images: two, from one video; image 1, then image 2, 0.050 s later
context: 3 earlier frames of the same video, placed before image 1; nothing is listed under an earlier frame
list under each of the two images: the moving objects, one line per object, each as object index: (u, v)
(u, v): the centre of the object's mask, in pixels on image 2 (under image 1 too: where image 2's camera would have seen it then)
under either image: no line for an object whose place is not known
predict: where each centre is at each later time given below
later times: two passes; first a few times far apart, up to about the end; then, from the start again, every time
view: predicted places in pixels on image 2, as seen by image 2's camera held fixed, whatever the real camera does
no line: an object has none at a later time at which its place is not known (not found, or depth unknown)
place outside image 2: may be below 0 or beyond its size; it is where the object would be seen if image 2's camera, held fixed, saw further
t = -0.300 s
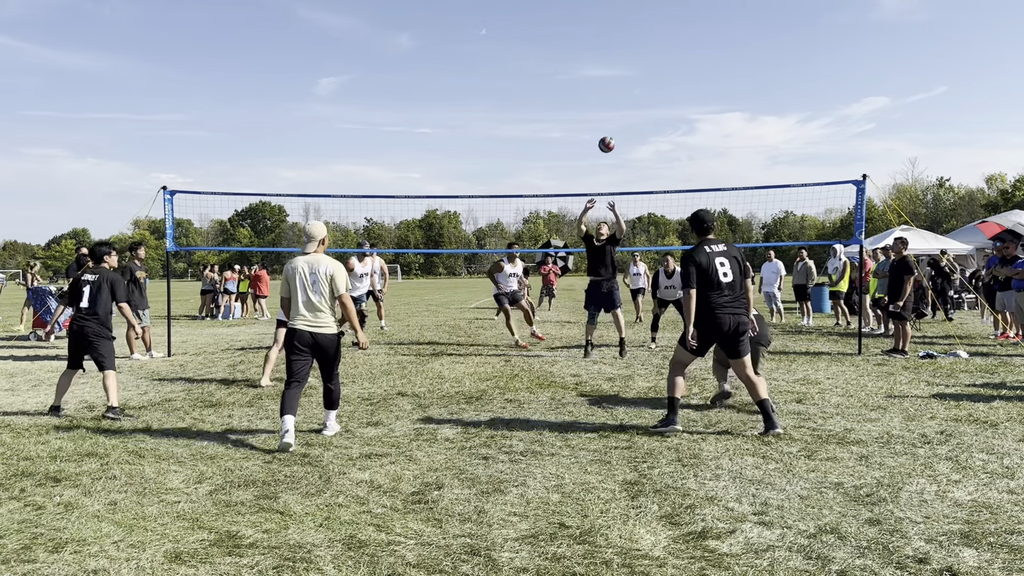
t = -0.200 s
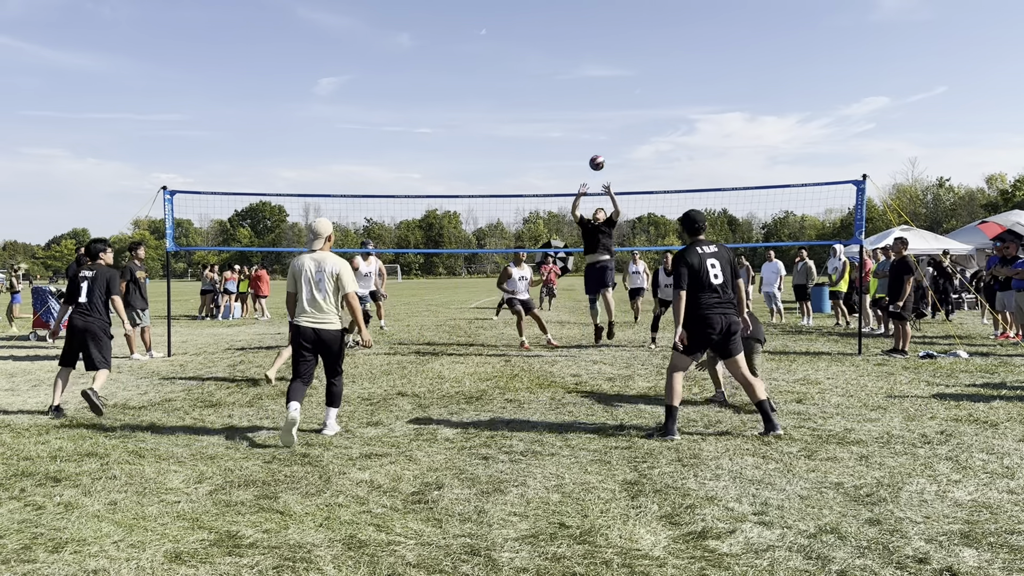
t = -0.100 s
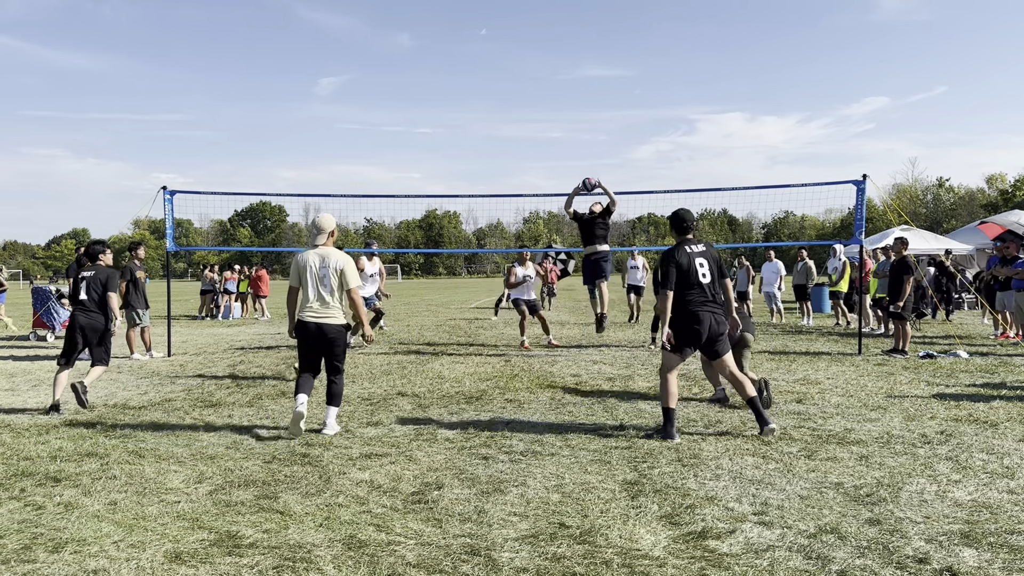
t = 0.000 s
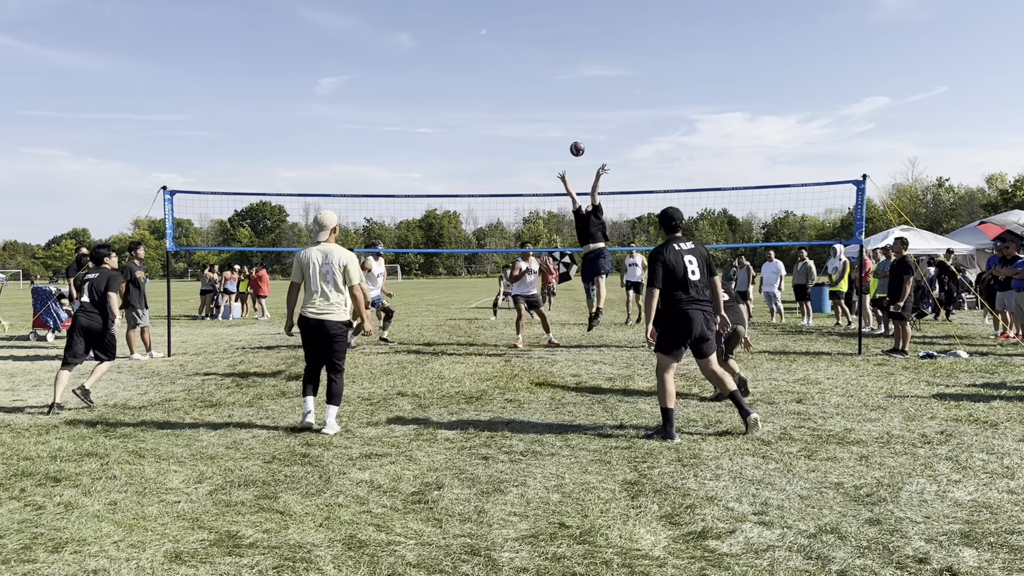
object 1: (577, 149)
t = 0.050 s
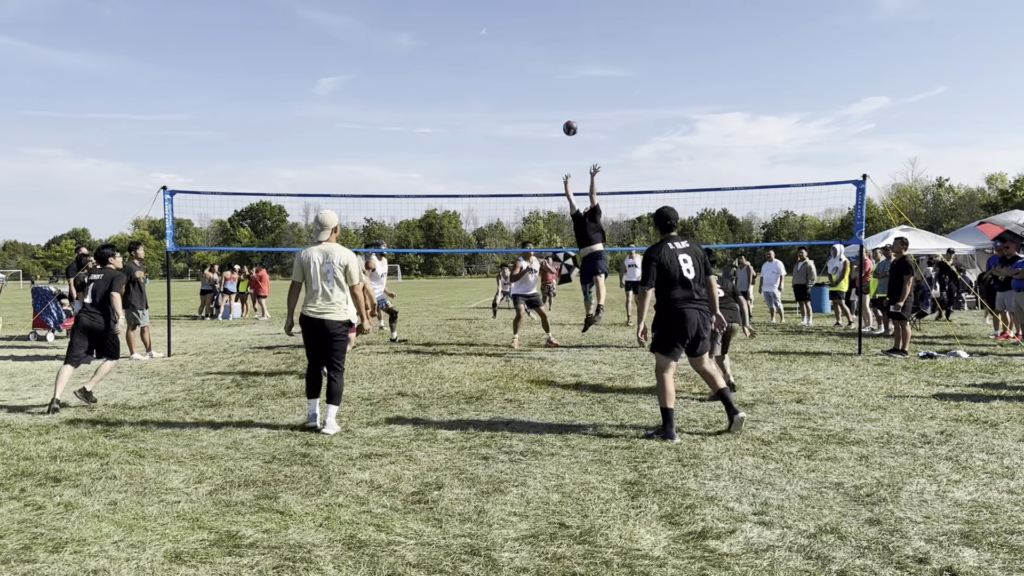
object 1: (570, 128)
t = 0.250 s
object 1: (544, 62)
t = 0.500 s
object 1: (513, 23)
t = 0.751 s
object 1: (487, 31)
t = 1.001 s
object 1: (466, 83)
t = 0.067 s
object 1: (568, 121)
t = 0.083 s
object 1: (566, 115)
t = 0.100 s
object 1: (564, 109)
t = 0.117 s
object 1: (561, 103)
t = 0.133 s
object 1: (559, 97)
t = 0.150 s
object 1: (557, 91)
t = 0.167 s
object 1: (555, 86)
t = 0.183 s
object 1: (553, 81)
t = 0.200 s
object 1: (550, 76)
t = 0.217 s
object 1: (548, 71)
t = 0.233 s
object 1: (546, 66)
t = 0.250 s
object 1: (544, 62)
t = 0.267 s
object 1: (542, 58)
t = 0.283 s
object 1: (539, 54)
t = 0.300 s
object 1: (537, 51)
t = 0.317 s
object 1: (535, 47)
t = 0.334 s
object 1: (533, 44)
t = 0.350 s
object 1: (531, 41)
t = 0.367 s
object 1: (529, 38)
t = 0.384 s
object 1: (527, 36)
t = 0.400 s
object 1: (525, 33)
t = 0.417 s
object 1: (523, 31)
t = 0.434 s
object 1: (521, 29)
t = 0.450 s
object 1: (519, 27)
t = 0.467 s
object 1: (517, 26)
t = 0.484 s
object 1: (515, 24)
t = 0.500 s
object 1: (513, 23)
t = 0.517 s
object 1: (511, 22)
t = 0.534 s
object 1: (510, 22)
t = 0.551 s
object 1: (508, 21)
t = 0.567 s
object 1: (506, 21)
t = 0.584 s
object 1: (504, 20)
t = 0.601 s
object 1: (503, 20)
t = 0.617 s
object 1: (501, 21)
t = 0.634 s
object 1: (499, 22)
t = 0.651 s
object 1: (497, 22)
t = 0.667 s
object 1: (496, 23)
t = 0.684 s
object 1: (494, 24)
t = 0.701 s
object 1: (492, 26)
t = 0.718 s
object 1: (490, 27)
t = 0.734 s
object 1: (489, 29)
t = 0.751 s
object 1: (487, 31)
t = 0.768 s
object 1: (486, 34)
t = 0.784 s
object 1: (484, 36)
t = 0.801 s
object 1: (483, 39)
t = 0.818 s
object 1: (481, 41)
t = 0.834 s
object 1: (480, 44)
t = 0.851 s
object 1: (478, 47)
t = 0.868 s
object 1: (477, 50)
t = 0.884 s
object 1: (475, 54)
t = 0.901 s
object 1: (474, 57)
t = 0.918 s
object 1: (473, 61)
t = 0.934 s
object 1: (471, 65)
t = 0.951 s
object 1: (470, 69)
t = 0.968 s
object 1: (469, 73)
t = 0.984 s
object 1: (467, 78)
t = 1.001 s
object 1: (466, 83)
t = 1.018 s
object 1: (465, 87)
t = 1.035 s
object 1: (464, 92)
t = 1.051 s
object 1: (463, 97)
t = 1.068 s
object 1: (462, 103)
